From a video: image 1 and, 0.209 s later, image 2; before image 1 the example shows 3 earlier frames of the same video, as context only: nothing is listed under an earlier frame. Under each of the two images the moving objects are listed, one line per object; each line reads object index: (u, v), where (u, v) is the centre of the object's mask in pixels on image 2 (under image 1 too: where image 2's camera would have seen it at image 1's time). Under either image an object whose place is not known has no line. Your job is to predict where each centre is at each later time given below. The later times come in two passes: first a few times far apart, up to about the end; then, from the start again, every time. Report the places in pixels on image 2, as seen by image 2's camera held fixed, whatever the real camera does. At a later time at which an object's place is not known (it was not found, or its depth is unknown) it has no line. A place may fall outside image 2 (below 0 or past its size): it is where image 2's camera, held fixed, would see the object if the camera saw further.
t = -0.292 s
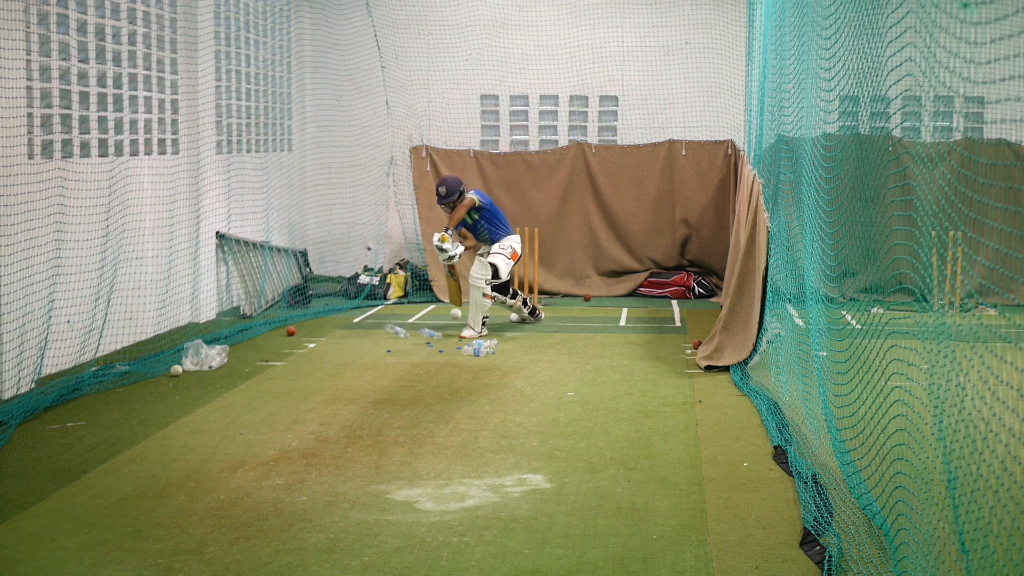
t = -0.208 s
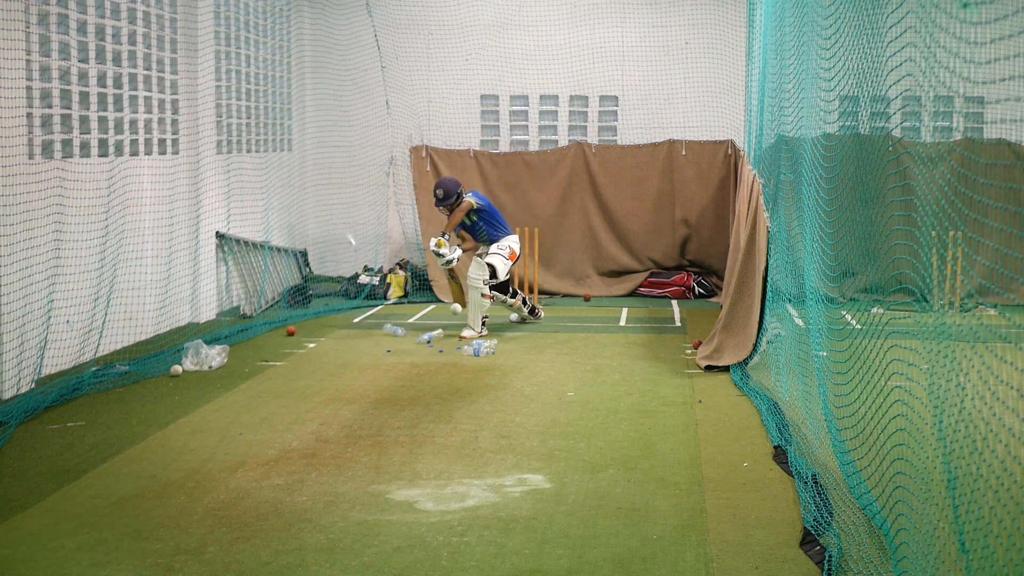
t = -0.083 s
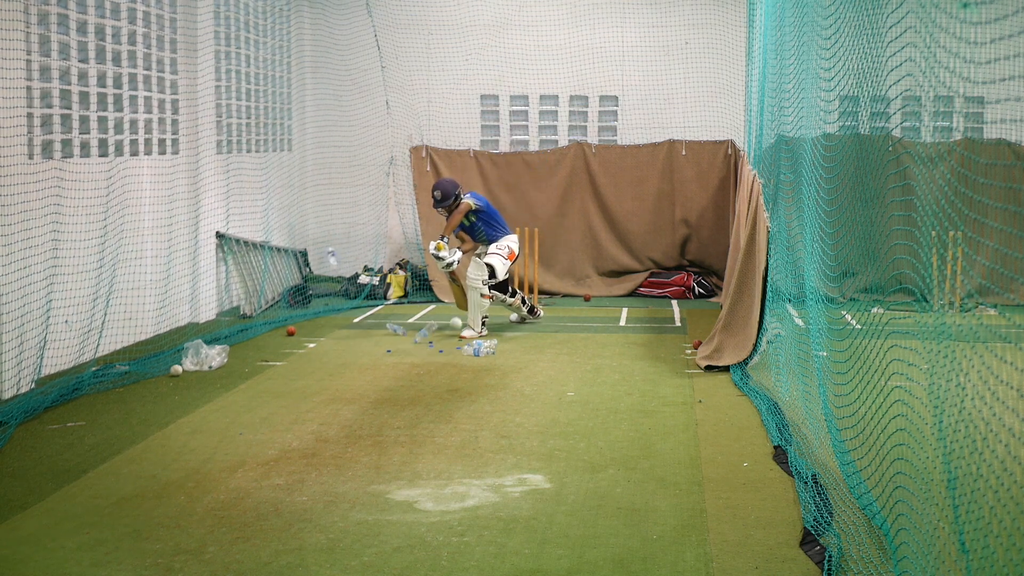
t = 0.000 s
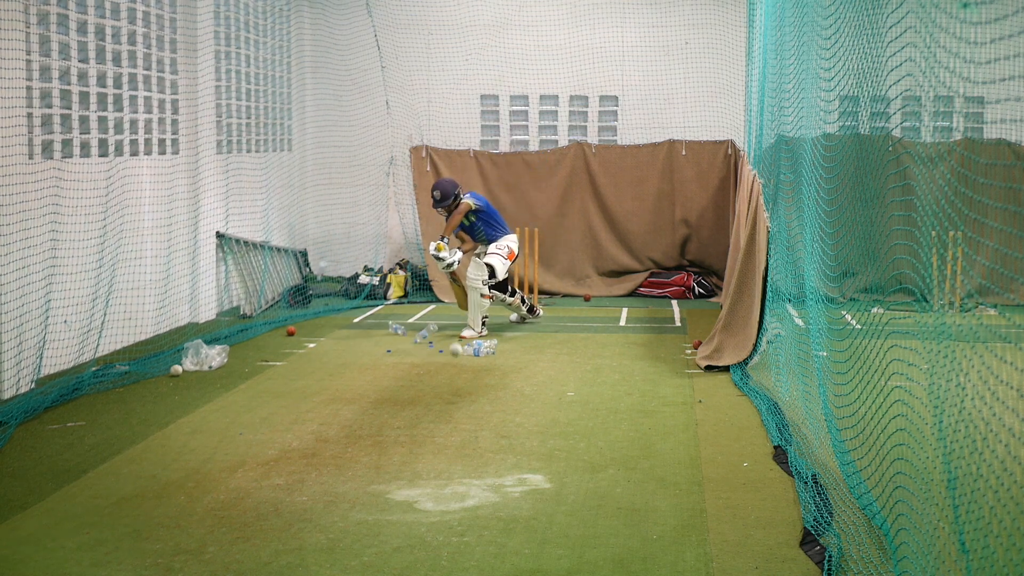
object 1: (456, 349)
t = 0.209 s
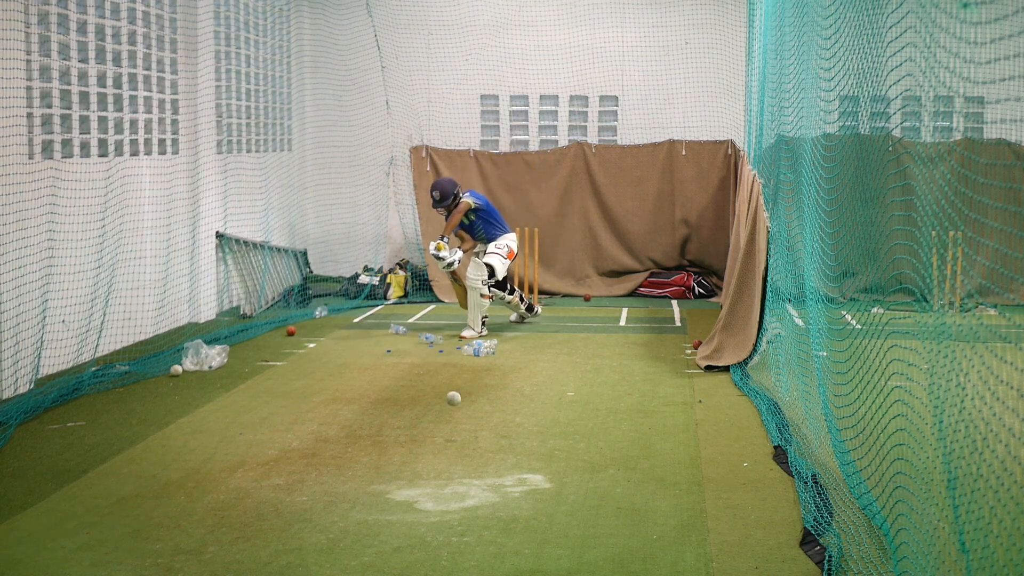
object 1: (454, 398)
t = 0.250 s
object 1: (452, 396)
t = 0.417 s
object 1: (447, 427)
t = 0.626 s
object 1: (440, 535)
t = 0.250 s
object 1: (452, 396)
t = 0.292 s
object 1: (451, 397)
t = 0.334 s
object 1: (450, 403)
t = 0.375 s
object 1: (449, 411)
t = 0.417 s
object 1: (447, 427)
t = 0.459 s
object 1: (446, 443)
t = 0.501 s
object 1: (444, 472)
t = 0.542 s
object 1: (442, 498)
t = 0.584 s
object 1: (440, 529)
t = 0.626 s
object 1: (440, 535)
